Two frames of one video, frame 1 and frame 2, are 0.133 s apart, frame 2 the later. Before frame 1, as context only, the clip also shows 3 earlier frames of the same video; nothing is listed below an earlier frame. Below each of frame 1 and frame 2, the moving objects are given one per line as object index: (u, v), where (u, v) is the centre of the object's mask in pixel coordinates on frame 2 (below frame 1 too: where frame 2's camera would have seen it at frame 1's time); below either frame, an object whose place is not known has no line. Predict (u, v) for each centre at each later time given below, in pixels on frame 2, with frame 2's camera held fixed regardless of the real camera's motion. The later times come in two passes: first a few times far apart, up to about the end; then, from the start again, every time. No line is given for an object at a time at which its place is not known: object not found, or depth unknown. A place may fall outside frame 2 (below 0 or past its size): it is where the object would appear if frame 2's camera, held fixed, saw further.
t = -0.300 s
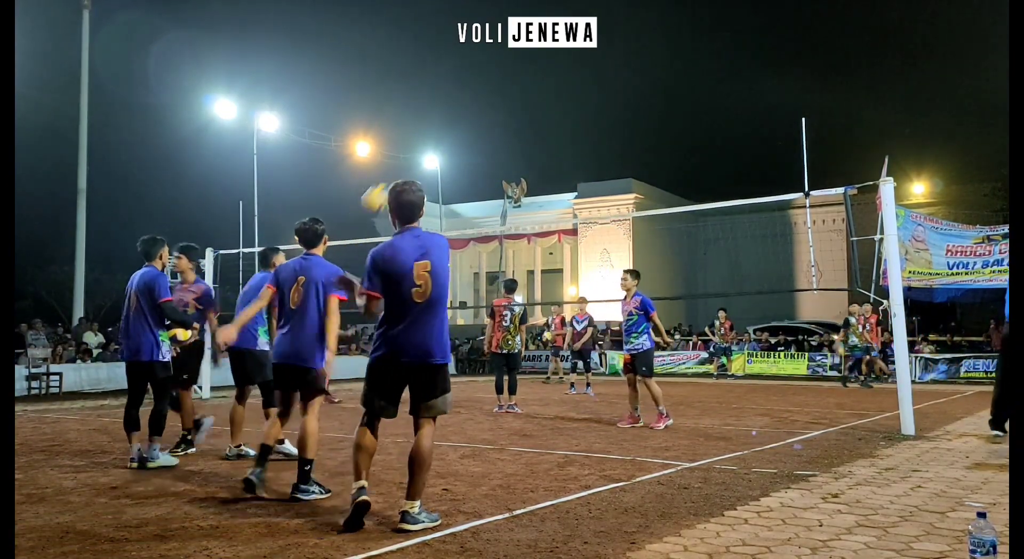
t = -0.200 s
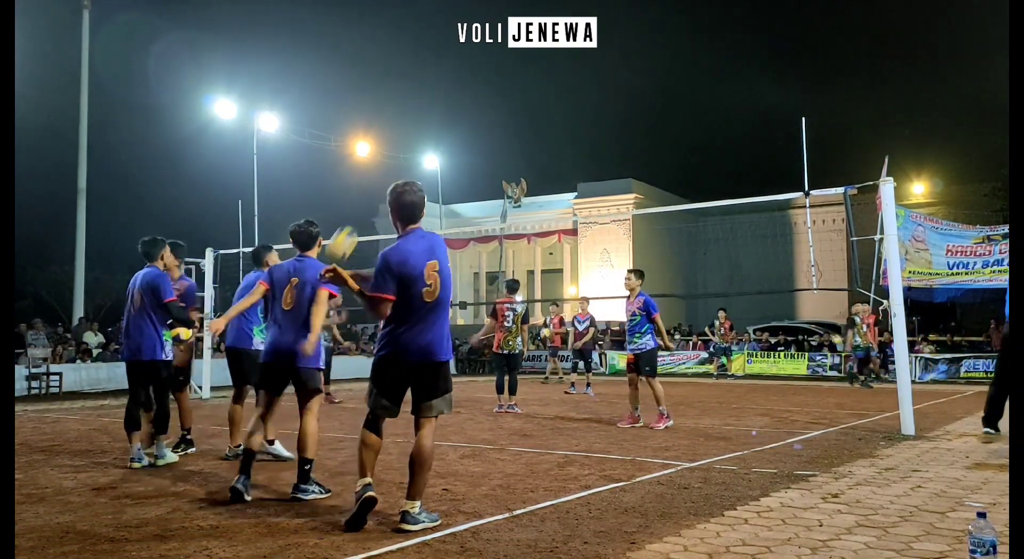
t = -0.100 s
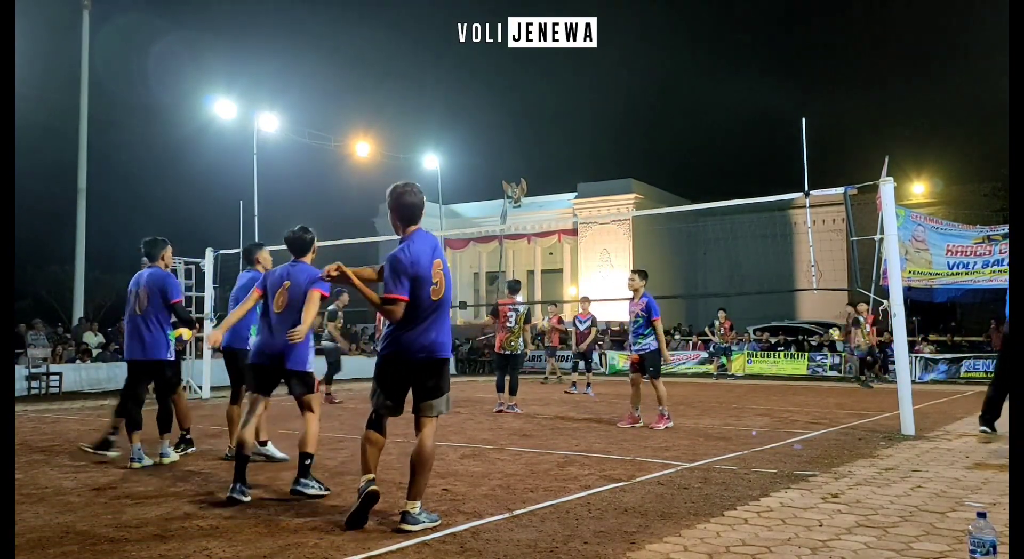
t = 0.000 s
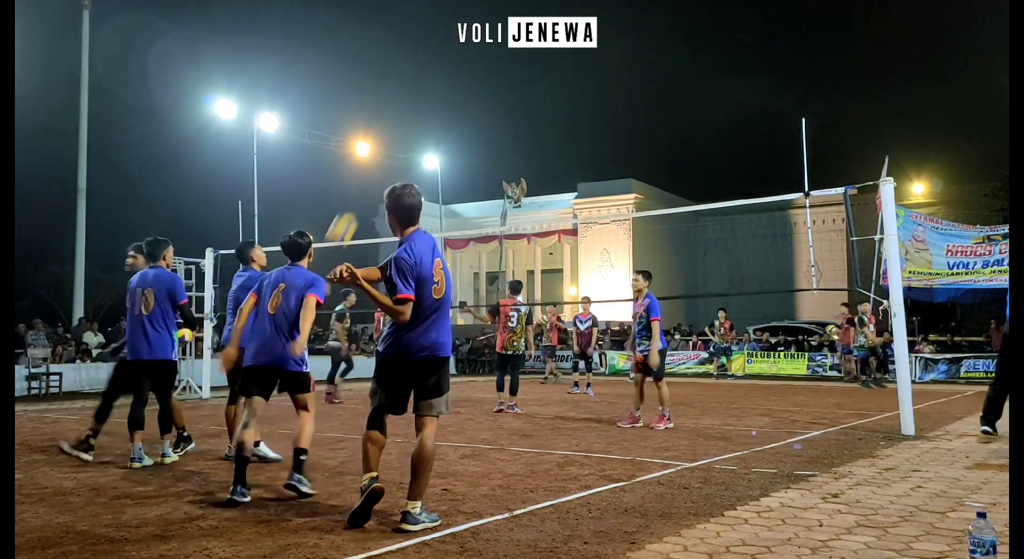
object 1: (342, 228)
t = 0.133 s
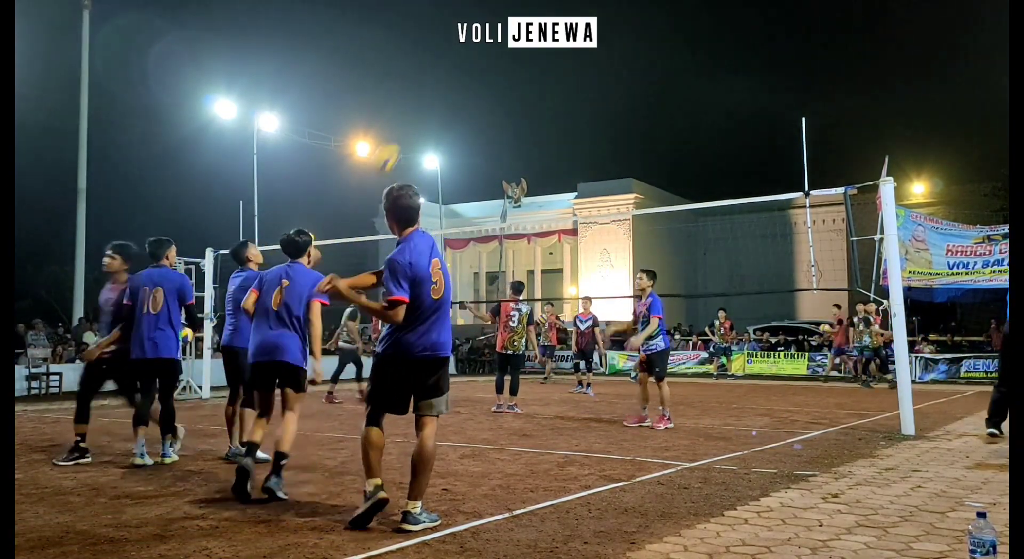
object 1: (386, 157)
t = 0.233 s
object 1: (415, 119)
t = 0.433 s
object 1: (465, 78)
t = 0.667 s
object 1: (524, 82)
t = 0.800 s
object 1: (552, 107)
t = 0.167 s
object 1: (396, 142)
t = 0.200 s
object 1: (406, 130)
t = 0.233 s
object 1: (415, 119)
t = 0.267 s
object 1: (425, 108)
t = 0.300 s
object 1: (433, 100)
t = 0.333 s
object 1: (439, 94)
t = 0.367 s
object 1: (448, 87)
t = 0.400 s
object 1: (457, 82)
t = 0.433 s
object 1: (465, 78)
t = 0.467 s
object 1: (473, 75)
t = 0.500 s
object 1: (482, 74)
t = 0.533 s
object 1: (490, 73)
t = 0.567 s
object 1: (498, 74)
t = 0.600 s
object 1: (506, 75)
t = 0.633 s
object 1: (516, 78)
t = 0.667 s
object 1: (524, 82)
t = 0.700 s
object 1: (531, 87)
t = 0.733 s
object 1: (538, 93)
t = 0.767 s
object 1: (545, 100)
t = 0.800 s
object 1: (552, 107)
